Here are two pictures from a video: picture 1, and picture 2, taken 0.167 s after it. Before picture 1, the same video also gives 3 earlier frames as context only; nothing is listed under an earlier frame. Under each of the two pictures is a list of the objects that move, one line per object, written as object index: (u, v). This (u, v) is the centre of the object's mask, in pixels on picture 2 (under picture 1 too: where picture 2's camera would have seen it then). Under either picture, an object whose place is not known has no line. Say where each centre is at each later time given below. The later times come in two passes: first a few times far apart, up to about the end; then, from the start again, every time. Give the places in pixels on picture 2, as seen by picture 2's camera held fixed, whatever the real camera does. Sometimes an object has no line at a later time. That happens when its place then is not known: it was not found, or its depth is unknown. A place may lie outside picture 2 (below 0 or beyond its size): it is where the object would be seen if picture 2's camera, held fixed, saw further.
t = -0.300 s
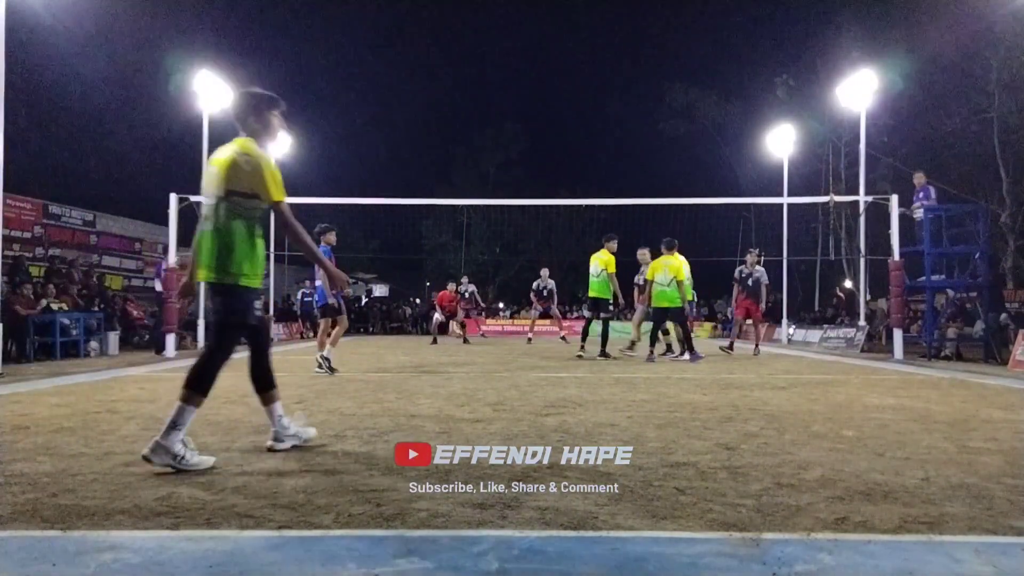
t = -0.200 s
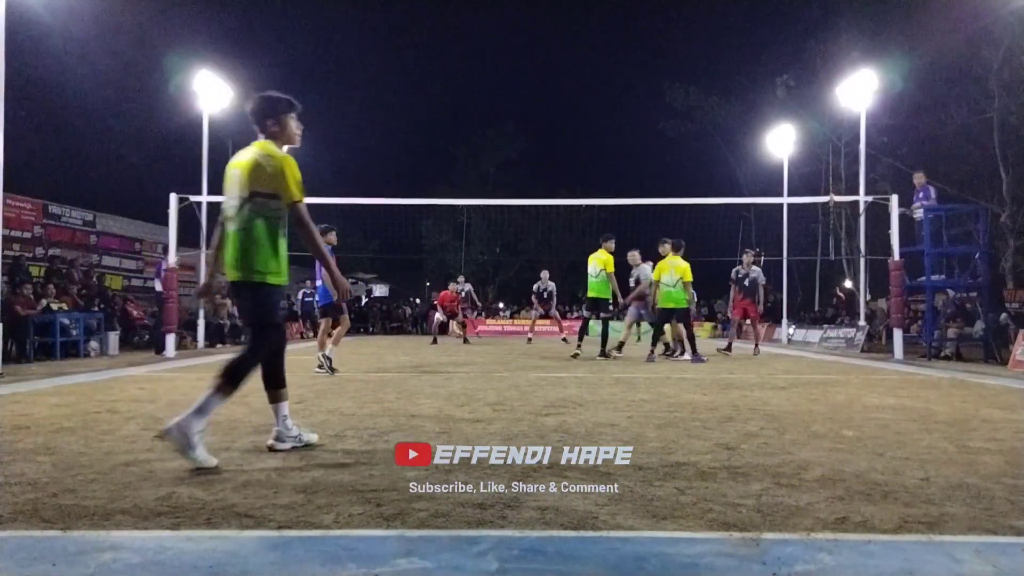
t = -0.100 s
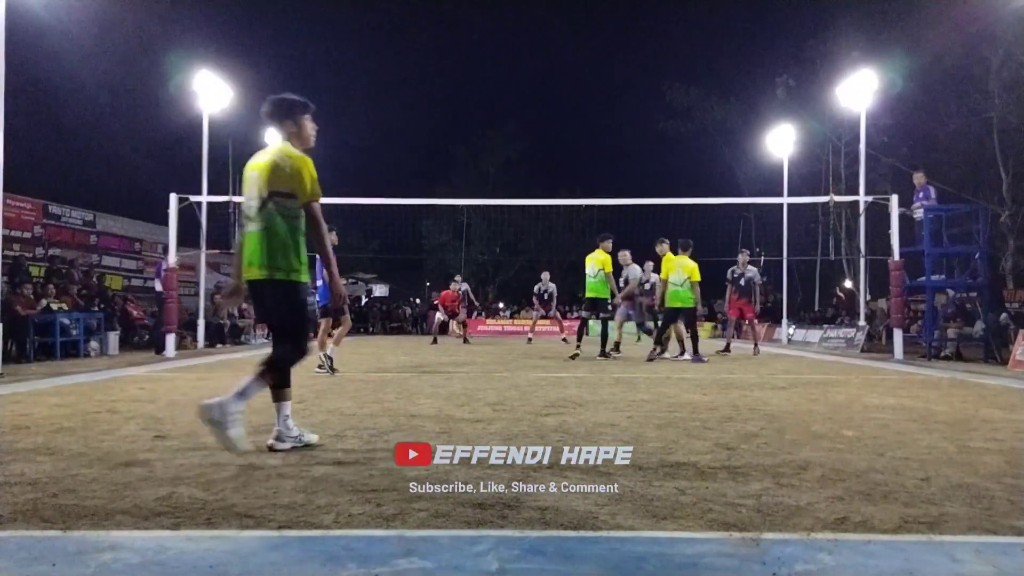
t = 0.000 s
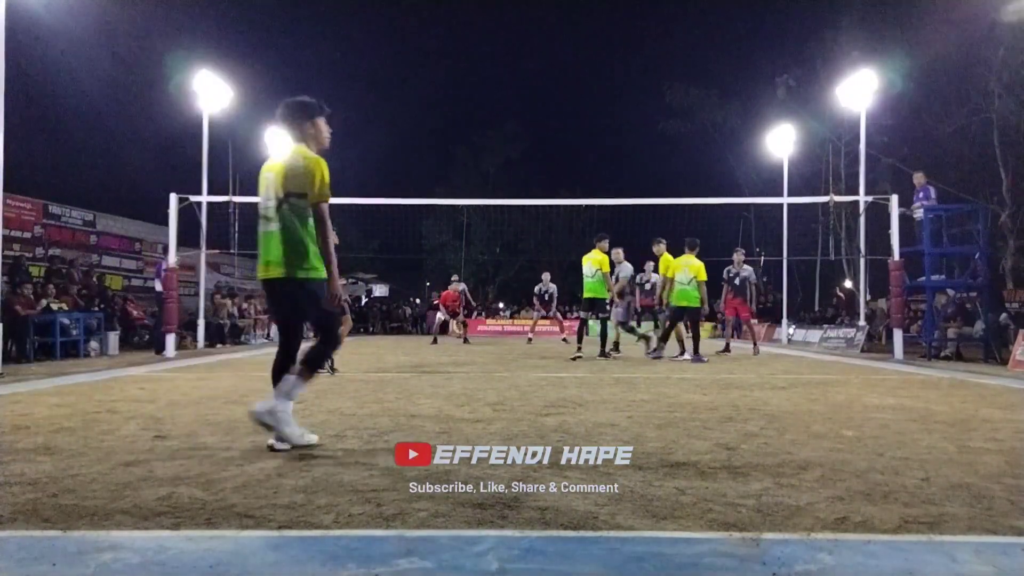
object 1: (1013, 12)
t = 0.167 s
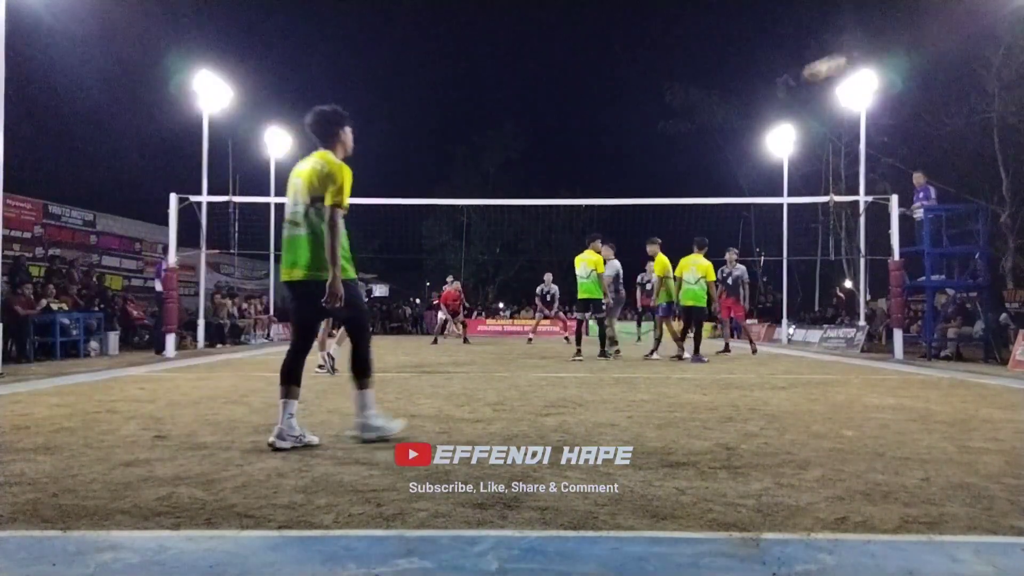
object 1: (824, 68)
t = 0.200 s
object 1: (796, 79)
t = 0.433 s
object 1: (679, 148)
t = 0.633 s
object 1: (623, 206)
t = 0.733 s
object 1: (601, 234)
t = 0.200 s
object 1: (796, 79)
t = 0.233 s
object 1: (773, 89)
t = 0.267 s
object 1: (752, 100)
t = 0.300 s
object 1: (734, 110)
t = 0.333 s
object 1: (718, 119)
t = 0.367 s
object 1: (703, 129)
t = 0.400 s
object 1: (690, 139)
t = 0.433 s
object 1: (679, 148)
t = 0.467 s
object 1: (668, 158)
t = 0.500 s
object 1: (659, 167)
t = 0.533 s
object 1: (649, 177)
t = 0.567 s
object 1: (640, 187)
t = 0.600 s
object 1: (633, 194)
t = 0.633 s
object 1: (623, 206)
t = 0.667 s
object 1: (616, 215)
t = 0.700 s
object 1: (609, 224)
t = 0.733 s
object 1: (601, 234)
